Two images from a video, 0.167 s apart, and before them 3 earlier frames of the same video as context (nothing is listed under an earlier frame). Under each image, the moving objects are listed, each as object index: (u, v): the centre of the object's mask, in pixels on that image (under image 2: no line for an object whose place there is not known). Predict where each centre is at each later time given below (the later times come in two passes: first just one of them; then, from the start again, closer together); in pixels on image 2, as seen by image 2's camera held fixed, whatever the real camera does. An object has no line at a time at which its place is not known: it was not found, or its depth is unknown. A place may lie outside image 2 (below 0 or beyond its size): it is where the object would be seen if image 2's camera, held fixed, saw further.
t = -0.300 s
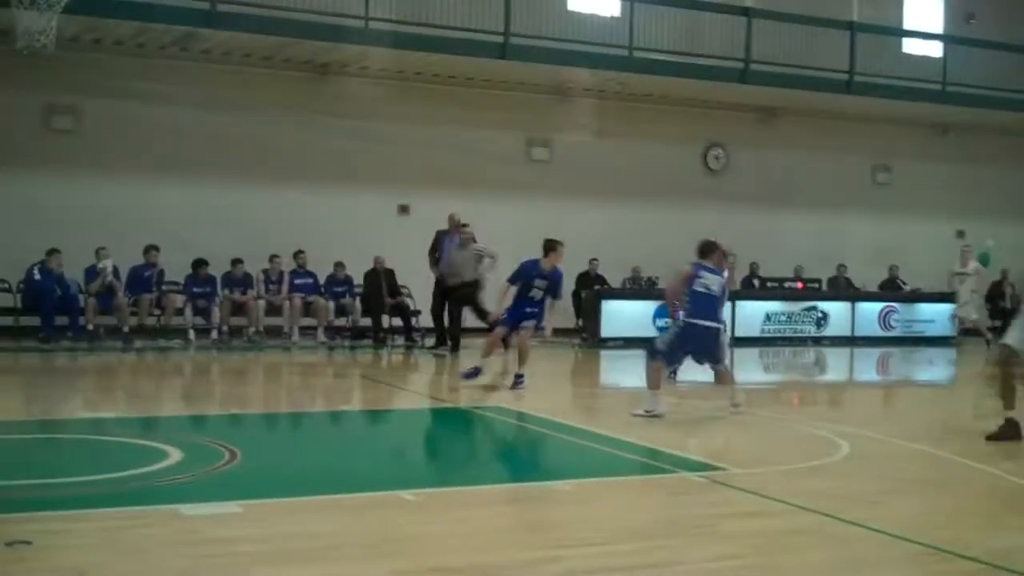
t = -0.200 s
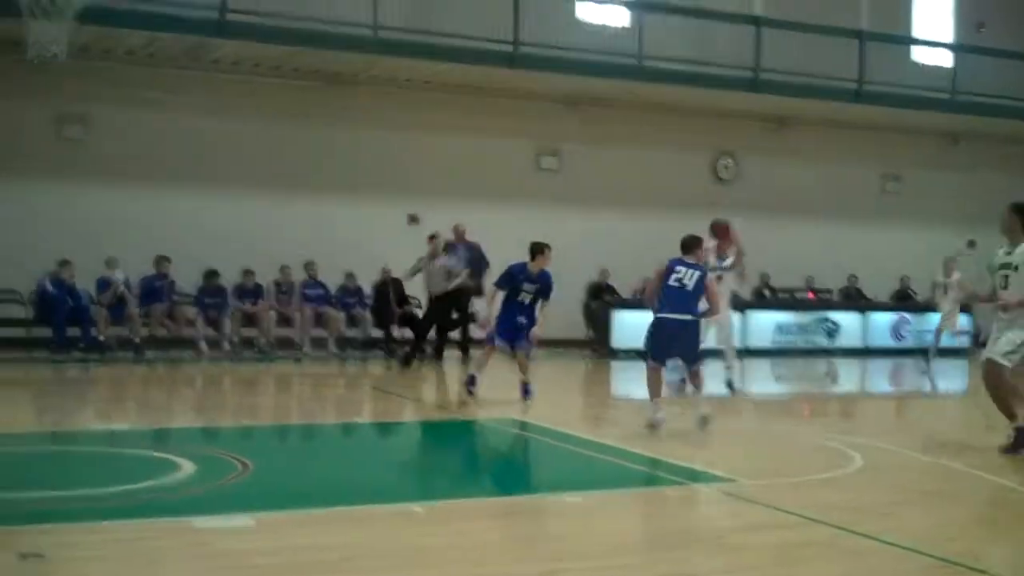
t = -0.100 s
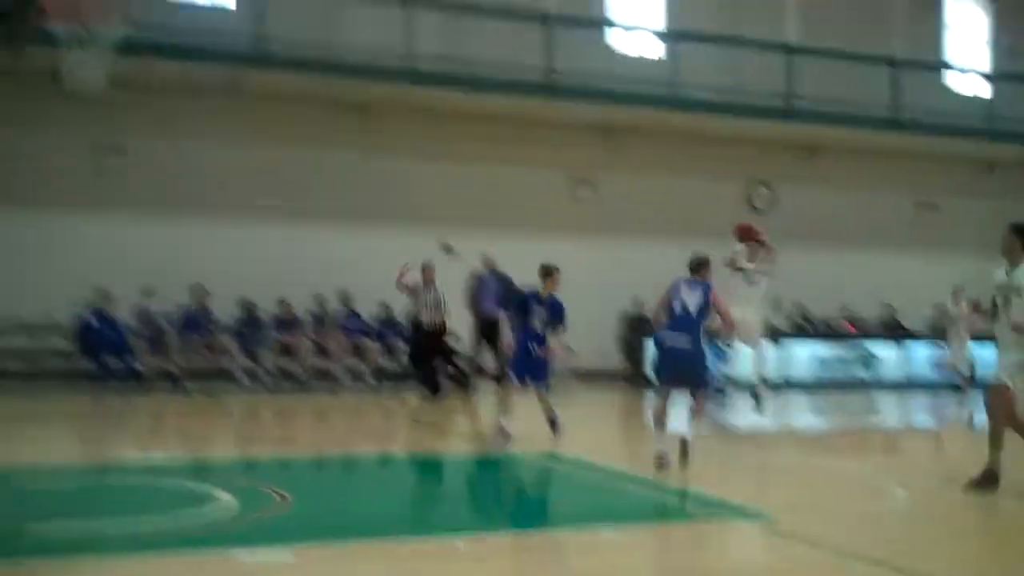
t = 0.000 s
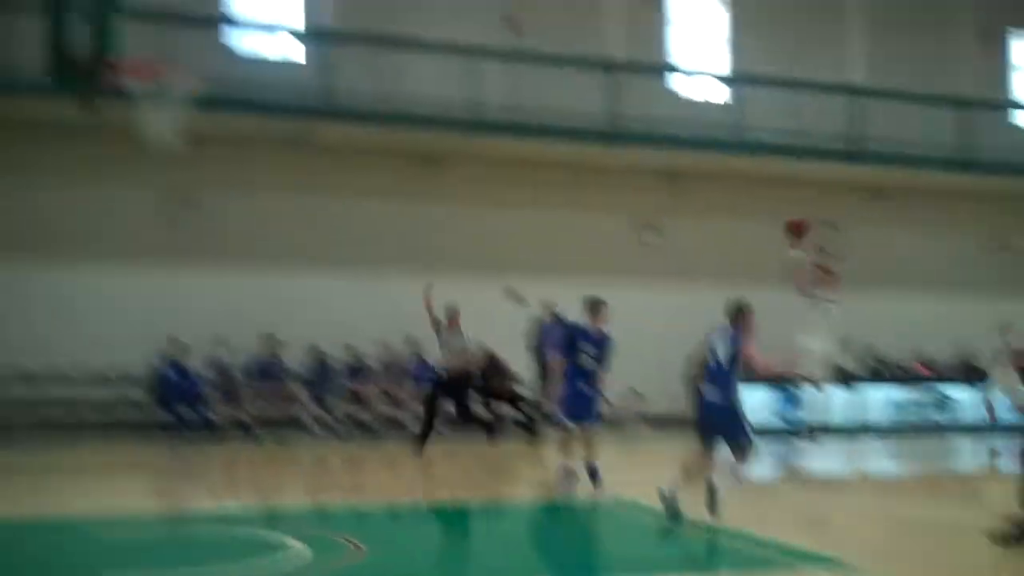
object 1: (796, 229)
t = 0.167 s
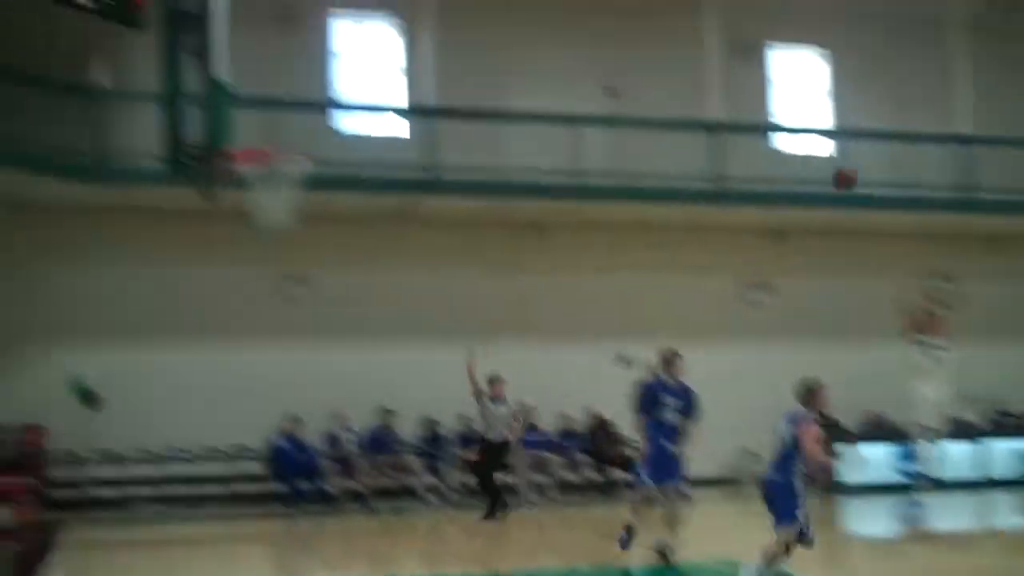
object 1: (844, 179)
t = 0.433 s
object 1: (737, 60)
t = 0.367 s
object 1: (761, 87)
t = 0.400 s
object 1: (753, 72)
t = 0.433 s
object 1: (737, 60)
